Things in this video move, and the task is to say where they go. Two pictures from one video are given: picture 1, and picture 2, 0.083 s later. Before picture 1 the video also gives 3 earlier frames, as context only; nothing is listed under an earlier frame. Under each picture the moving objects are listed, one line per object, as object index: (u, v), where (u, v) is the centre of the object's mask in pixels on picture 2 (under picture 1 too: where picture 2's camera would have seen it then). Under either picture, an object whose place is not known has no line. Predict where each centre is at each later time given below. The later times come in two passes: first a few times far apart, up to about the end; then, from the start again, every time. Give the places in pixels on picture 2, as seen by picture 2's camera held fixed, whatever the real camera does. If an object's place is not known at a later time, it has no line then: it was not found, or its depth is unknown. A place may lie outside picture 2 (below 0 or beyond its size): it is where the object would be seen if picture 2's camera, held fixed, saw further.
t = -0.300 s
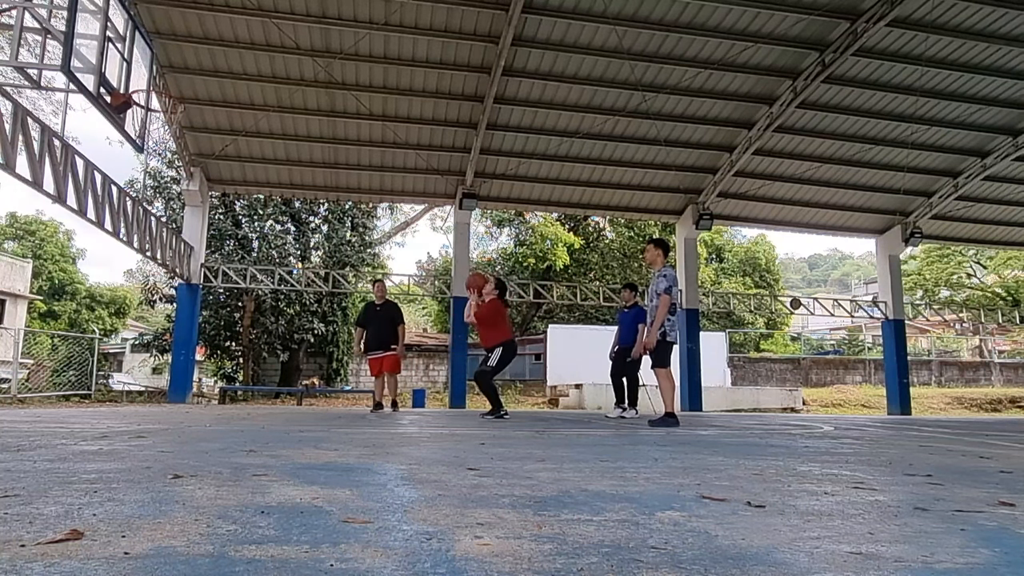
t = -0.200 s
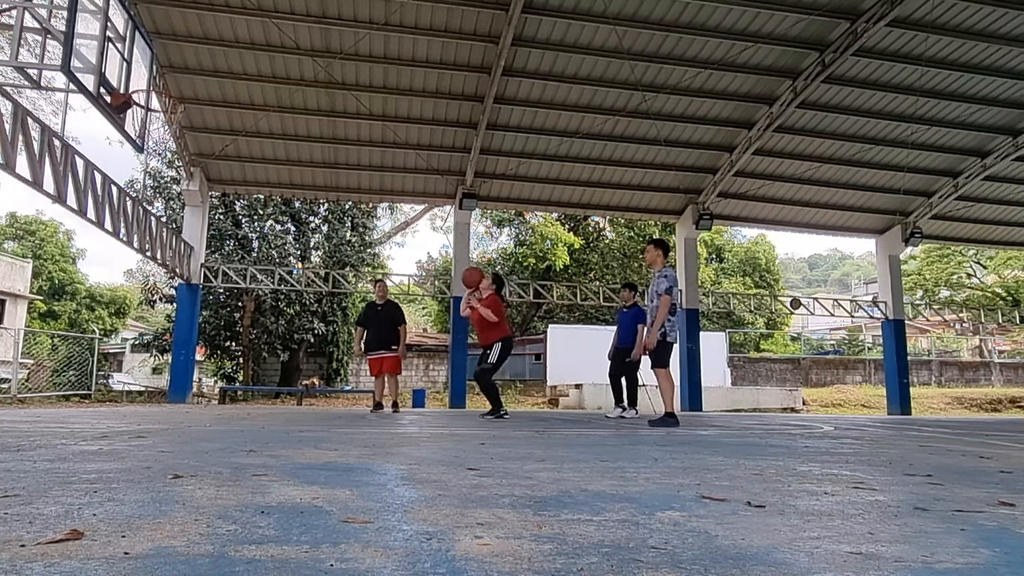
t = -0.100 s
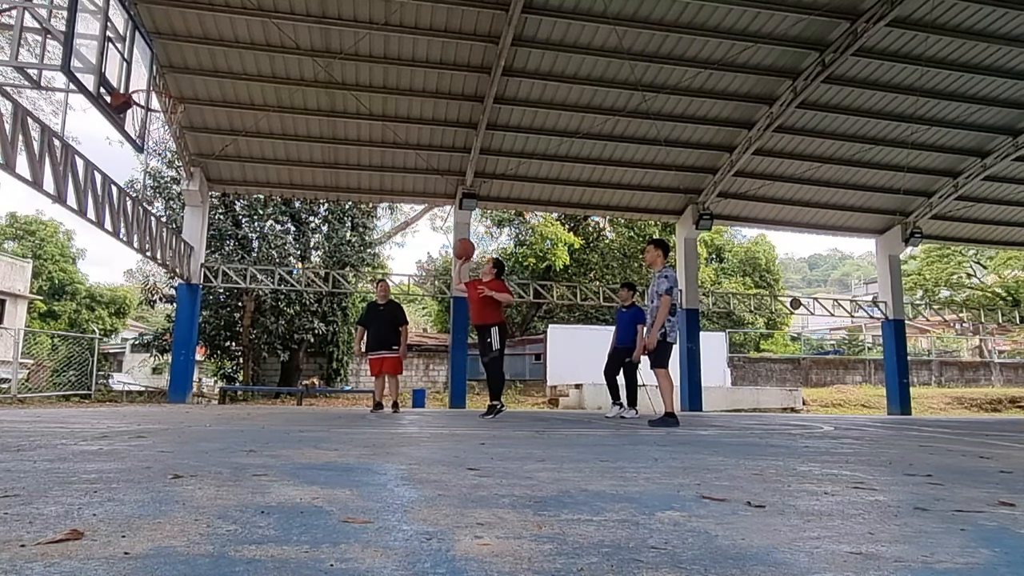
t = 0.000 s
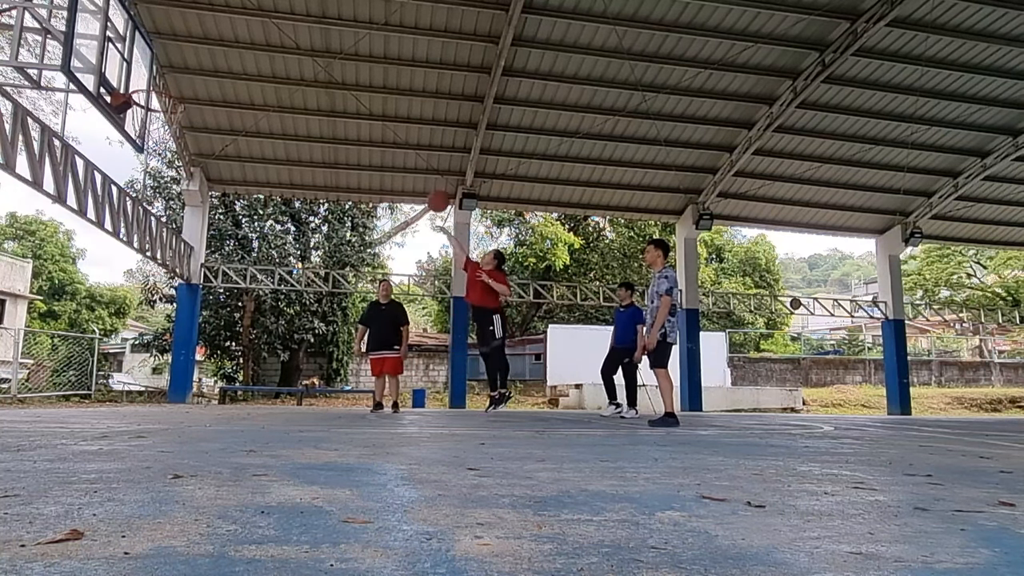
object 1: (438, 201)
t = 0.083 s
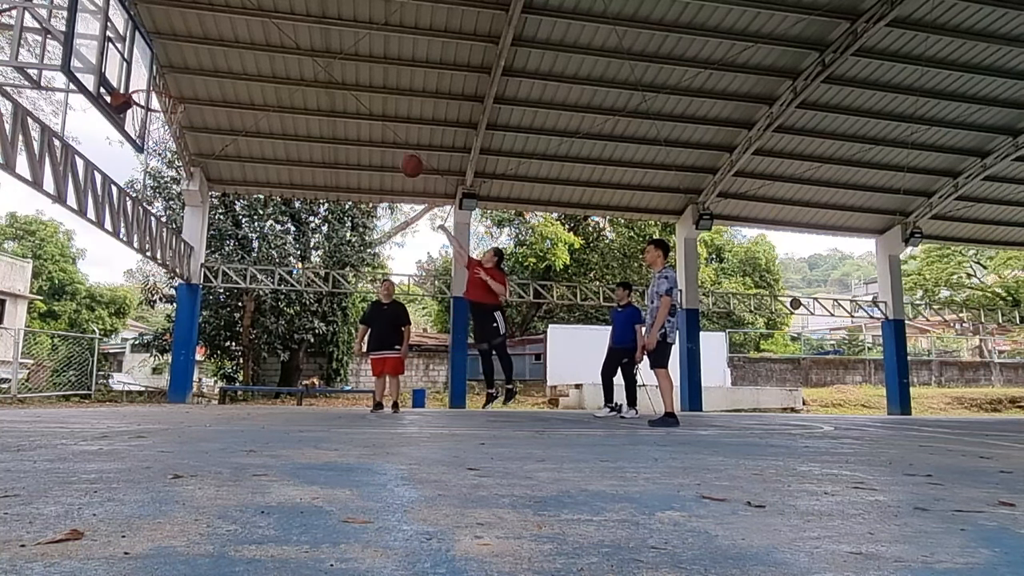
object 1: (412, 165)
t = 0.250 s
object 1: (357, 113)
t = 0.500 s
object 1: (273, 79)
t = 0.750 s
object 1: (188, 96)
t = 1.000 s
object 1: (171, 97)
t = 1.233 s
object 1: (146, 94)
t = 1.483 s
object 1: (142, 84)
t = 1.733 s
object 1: (160, 85)
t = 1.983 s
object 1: (175, 93)
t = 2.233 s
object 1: (164, 101)
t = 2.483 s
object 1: (147, 105)
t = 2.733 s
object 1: (142, 128)
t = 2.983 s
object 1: (147, 173)
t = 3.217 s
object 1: (146, 272)
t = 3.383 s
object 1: (142, 383)
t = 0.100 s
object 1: (406, 160)
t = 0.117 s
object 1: (401, 153)
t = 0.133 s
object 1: (395, 148)
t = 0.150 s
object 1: (390, 142)
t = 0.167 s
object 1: (384, 136)
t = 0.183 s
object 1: (379, 131)
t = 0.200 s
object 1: (374, 127)
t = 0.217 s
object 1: (368, 122)
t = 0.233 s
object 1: (362, 117)
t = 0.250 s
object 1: (357, 113)
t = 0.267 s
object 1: (352, 109)
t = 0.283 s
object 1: (346, 105)
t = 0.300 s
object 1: (341, 102)
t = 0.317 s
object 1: (335, 99)
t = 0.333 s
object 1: (330, 96)
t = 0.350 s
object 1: (325, 93)
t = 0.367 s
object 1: (319, 91)
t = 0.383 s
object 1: (313, 88)
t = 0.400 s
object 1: (308, 87)
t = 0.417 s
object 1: (302, 84)
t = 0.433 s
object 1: (296, 83)
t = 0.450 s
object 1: (291, 82)
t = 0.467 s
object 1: (285, 81)
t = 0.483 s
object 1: (279, 80)
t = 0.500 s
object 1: (273, 79)
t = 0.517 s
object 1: (267, 79)
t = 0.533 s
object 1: (261, 79)
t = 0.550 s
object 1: (256, 79)
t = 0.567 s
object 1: (250, 80)
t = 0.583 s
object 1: (243, 80)
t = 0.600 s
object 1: (237, 81)
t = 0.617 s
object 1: (232, 82)
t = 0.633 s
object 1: (225, 83)
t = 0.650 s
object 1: (220, 85)
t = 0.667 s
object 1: (214, 87)
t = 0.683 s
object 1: (208, 89)
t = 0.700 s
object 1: (201, 91)
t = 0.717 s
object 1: (195, 94)
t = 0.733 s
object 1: (190, 97)
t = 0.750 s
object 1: (188, 96)
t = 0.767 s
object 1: (187, 95)
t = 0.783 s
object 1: (186, 93)
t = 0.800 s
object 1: (184, 92)
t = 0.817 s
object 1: (184, 91)
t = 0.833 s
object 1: (182, 91)
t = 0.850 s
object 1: (181, 90)
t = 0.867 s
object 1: (180, 90)
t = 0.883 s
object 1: (179, 90)
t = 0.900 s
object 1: (178, 90)
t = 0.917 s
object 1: (177, 90)
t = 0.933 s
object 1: (176, 91)
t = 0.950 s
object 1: (174, 91)
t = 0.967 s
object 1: (173, 92)
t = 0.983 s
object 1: (171, 95)
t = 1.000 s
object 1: (171, 97)
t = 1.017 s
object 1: (169, 98)
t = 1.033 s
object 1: (167, 97)
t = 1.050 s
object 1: (165, 97)
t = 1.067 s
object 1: (164, 97)
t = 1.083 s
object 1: (161, 96)
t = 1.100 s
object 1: (159, 96)
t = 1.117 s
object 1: (157, 98)
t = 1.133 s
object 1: (154, 97)
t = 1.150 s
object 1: (152, 96)
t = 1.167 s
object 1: (151, 95)
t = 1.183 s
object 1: (150, 94)
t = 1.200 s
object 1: (149, 94)
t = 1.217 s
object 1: (147, 94)
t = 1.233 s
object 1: (146, 94)
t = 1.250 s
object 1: (145, 92)
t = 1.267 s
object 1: (145, 91)
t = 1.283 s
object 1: (144, 90)
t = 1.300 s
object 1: (143, 90)
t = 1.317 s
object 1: (142, 90)
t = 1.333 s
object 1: (141, 88)
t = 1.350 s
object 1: (141, 88)
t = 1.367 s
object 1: (141, 87)
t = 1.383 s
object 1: (141, 87)
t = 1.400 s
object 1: (141, 87)
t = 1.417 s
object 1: (141, 86)
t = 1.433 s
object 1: (141, 85)
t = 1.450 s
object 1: (141, 85)
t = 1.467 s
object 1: (141, 84)
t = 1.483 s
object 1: (142, 84)
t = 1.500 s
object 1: (143, 84)
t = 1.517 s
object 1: (143, 83)
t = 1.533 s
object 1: (144, 83)
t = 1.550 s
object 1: (145, 83)
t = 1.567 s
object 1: (146, 84)
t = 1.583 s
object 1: (147, 83)
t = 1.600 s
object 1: (149, 83)
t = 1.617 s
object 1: (150, 83)
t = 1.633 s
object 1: (152, 83)
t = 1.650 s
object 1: (152, 83)
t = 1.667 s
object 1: (154, 83)
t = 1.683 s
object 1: (156, 83)
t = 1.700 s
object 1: (157, 84)
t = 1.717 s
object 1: (159, 84)
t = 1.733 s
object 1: (160, 85)
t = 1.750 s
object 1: (162, 85)
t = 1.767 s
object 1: (163, 85)
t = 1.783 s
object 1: (164, 85)
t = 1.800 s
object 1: (165, 85)
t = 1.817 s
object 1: (166, 85)
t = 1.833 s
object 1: (167, 87)
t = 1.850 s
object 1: (168, 87)
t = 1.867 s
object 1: (170, 88)
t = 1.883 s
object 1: (170, 89)
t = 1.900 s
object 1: (172, 89)
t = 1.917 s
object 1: (172, 90)
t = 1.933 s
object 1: (173, 91)
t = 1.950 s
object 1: (174, 92)
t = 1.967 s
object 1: (175, 93)
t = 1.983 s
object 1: (175, 93)
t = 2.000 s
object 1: (175, 94)
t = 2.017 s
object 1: (175, 94)
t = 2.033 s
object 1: (174, 95)
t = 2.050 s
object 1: (174, 96)
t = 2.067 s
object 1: (174, 96)
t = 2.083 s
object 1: (174, 97)
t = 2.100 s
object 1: (173, 98)
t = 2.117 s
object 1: (173, 99)
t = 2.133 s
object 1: (172, 100)
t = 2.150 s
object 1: (172, 100)
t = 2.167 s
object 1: (170, 101)
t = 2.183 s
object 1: (169, 101)
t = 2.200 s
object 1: (168, 101)
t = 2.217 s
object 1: (166, 101)
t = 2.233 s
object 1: (164, 101)
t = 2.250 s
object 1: (163, 101)
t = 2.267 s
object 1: (164, 102)
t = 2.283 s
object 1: (163, 103)
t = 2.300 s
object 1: (161, 102)
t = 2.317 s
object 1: (161, 102)
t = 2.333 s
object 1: (160, 103)
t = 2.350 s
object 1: (157, 102)
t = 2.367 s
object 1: (154, 102)
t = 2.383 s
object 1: (151, 102)
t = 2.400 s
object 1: (150, 102)
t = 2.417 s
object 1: (150, 102)
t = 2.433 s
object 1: (149, 102)
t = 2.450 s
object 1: (148, 103)
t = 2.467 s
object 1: (148, 104)
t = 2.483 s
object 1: (147, 105)
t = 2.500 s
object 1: (147, 107)
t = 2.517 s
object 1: (146, 108)
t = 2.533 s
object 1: (145, 110)
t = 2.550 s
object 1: (144, 112)
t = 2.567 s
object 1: (143, 114)
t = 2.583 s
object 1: (142, 116)
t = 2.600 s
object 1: (143, 119)
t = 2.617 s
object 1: (142, 122)
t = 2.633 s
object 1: (142, 124)
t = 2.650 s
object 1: (141, 124)
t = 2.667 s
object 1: (141, 125)
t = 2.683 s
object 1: (141, 126)
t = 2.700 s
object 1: (141, 126)
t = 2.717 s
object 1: (142, 127)
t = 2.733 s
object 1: (142, 128)
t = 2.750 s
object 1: (142, 130)
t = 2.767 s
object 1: (143, 131)
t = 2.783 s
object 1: (143, 133)
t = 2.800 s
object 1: (144, 135)
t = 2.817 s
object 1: (144, 137)
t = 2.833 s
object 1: (144, 139)
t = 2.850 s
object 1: (144, 141)
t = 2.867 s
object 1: (145, 145)
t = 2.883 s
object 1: (145, 148)
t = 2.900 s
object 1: (146, 151)
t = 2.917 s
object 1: (146, 155)
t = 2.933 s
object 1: (146, 159)
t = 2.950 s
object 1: (146, 163)
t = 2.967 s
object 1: (146, 168)
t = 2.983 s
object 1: (147, 173)
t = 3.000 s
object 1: (147, 178)
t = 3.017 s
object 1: (147, 183)
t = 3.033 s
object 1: (147, 189)
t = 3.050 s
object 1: (147, 195)
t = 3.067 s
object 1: (147, 201)
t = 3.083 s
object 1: (147, 208)
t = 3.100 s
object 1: (147, 214)
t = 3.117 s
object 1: (147, 222)
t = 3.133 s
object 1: (147, 230)
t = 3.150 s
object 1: (146, 238)
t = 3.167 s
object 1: (146, 245)
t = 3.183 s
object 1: (147, 254)
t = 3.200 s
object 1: (146, 263)
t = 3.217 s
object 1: (146, 272)
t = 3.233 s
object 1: (146, 282)
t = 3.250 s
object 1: (146, 292)
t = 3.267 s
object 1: (145, 301)
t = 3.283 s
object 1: (145, 312)
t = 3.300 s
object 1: (144, 323)
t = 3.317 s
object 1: (144, 334)
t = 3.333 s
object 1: (144, 346)
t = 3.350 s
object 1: (142, 357)
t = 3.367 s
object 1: (142, 370)
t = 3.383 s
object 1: (142, 383)
